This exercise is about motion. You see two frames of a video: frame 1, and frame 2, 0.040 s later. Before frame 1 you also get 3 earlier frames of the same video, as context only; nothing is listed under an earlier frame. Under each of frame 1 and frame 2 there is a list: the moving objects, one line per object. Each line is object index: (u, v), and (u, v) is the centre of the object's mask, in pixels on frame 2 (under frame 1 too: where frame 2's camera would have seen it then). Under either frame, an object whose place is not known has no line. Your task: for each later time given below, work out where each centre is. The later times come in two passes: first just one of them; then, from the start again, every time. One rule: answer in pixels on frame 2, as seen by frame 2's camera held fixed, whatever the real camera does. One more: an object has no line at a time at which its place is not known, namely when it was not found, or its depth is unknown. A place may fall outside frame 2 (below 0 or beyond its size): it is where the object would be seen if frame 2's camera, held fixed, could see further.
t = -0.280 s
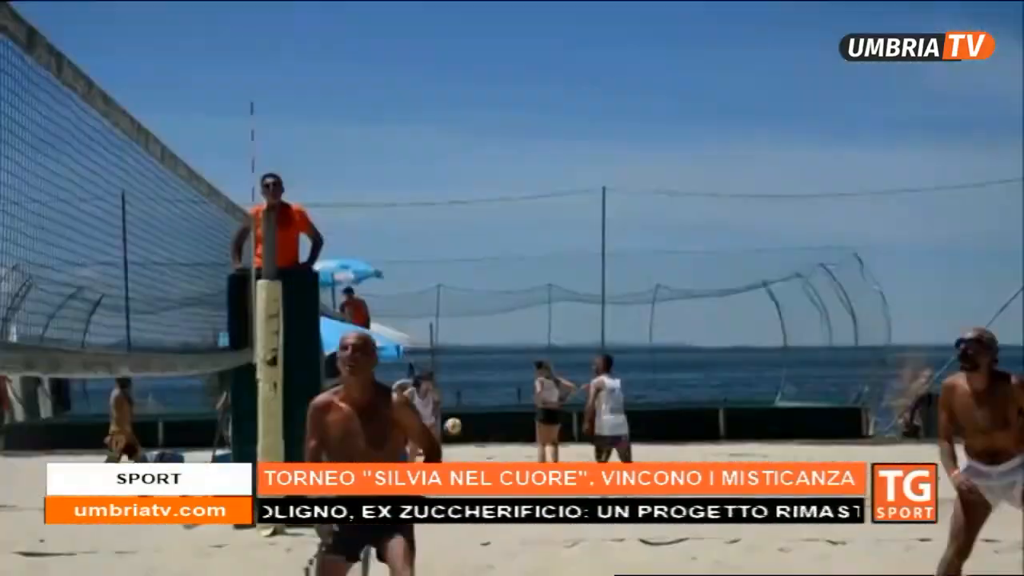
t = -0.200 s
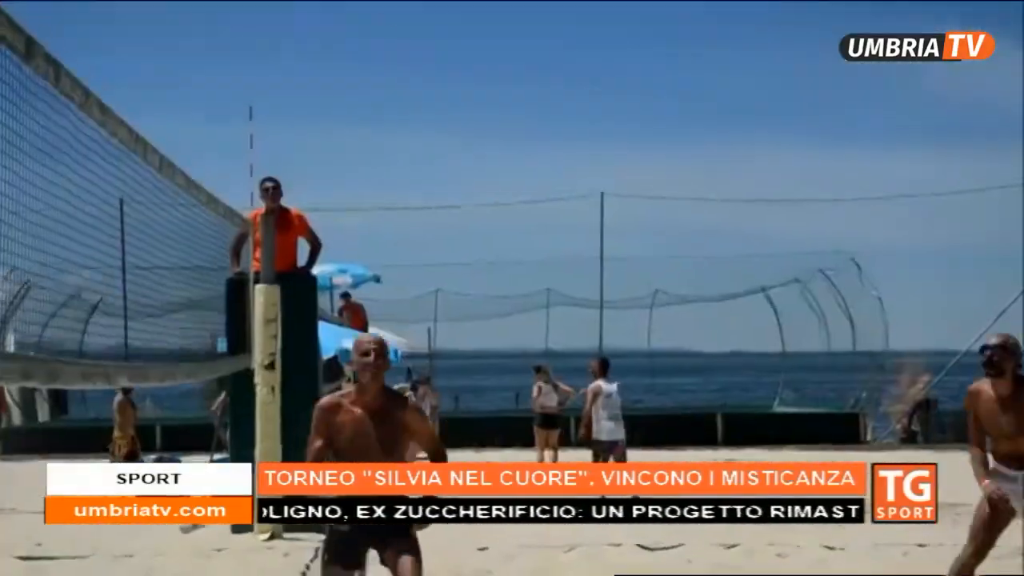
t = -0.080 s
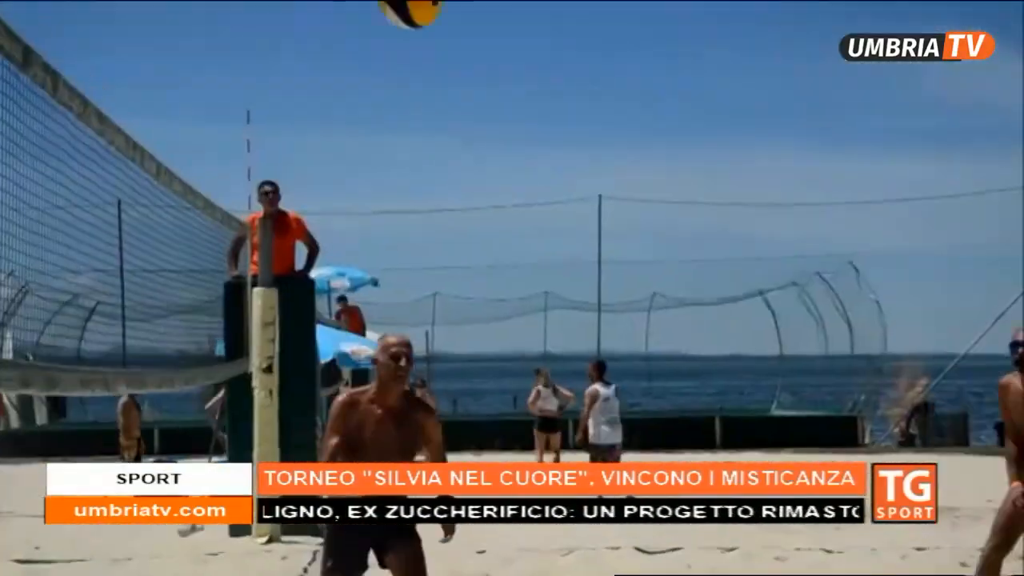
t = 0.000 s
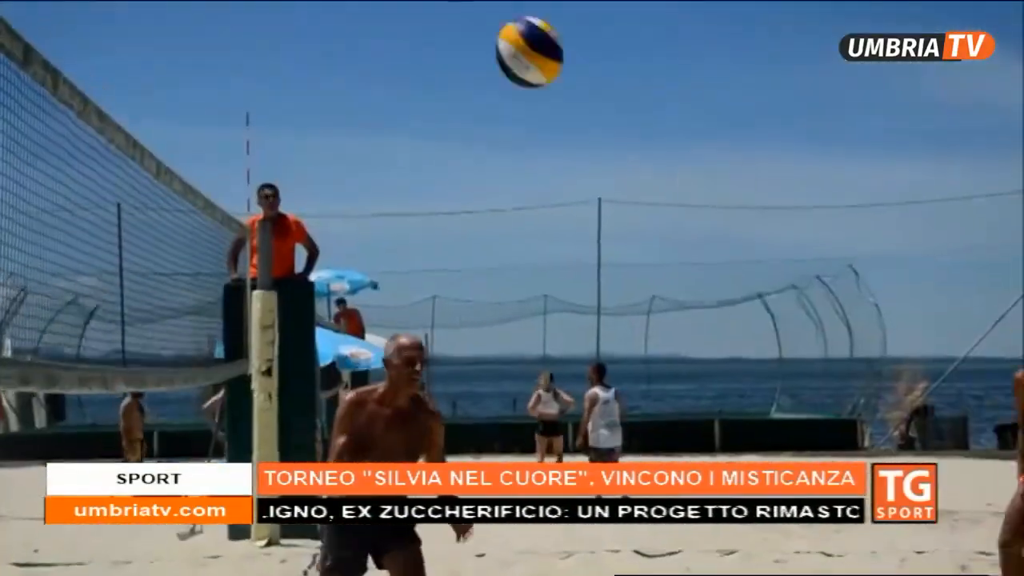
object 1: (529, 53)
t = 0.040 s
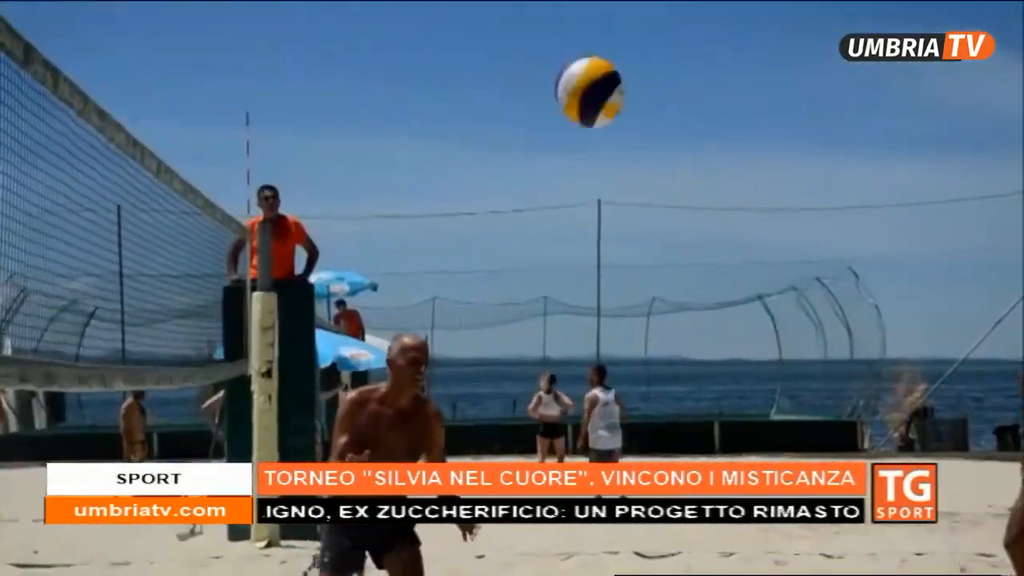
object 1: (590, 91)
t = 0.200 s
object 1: (839, 303)
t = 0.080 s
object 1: (650, 133)
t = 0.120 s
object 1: (712, 183)
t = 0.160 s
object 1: (775, 241)
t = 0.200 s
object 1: (839, 303)
